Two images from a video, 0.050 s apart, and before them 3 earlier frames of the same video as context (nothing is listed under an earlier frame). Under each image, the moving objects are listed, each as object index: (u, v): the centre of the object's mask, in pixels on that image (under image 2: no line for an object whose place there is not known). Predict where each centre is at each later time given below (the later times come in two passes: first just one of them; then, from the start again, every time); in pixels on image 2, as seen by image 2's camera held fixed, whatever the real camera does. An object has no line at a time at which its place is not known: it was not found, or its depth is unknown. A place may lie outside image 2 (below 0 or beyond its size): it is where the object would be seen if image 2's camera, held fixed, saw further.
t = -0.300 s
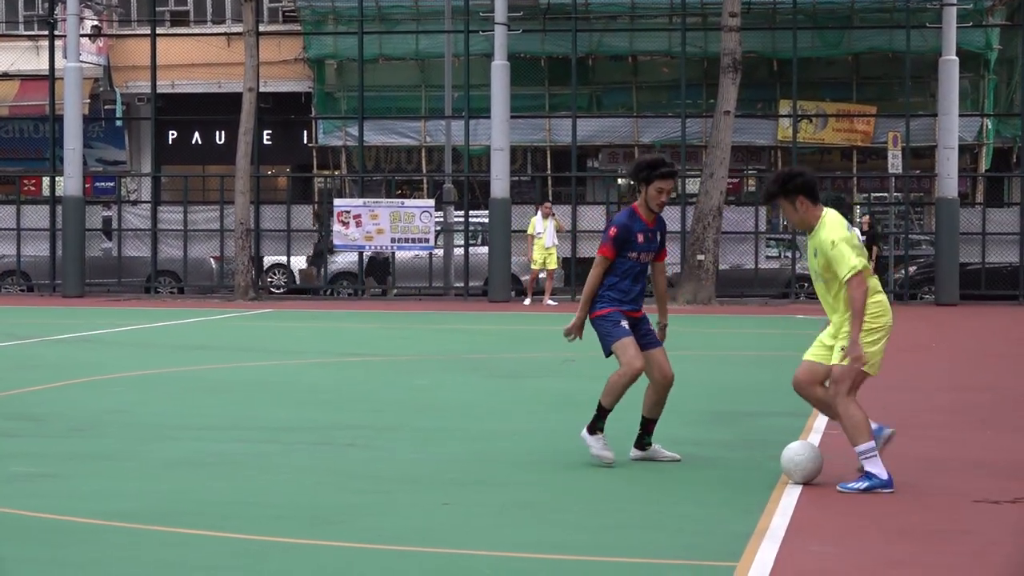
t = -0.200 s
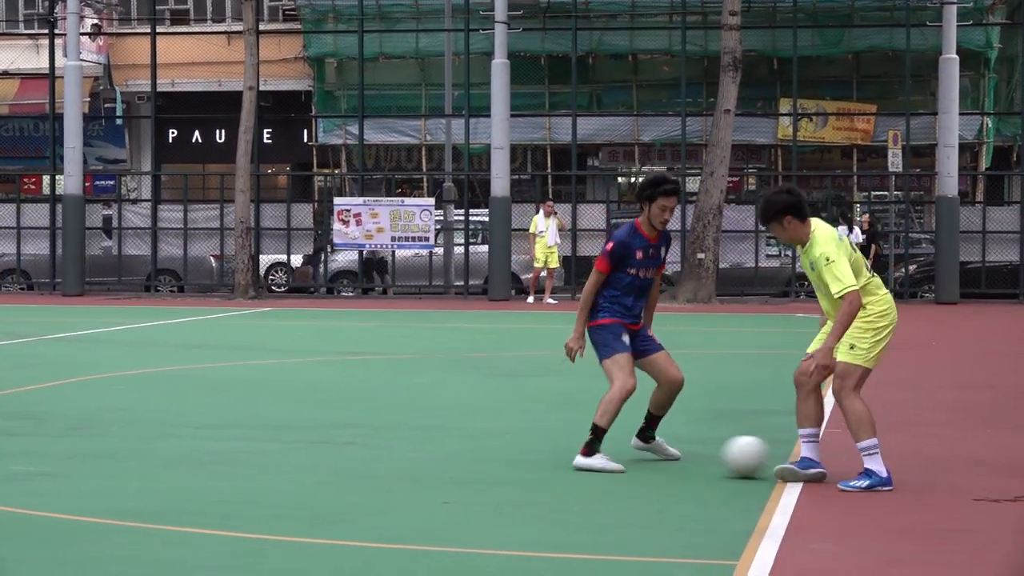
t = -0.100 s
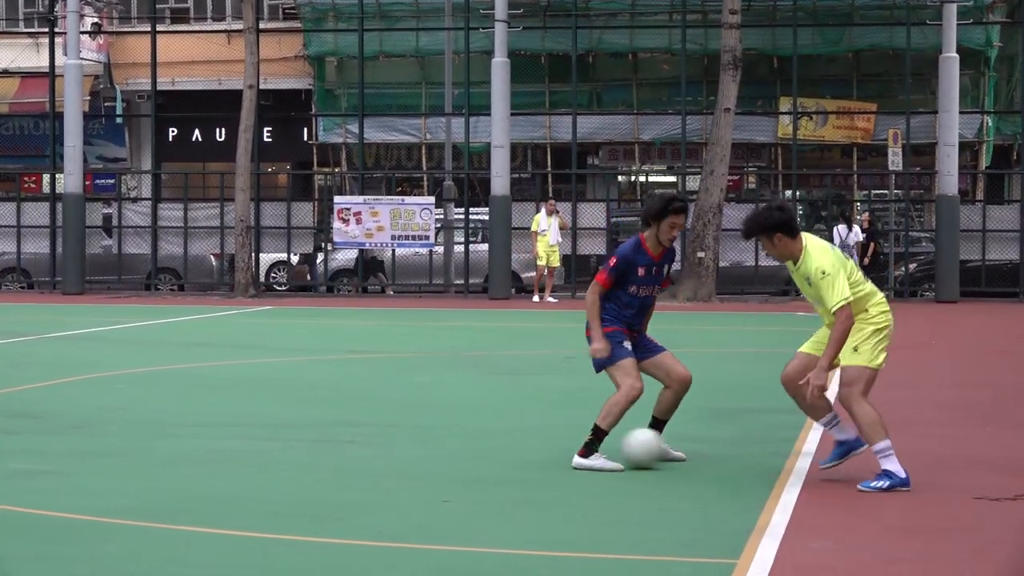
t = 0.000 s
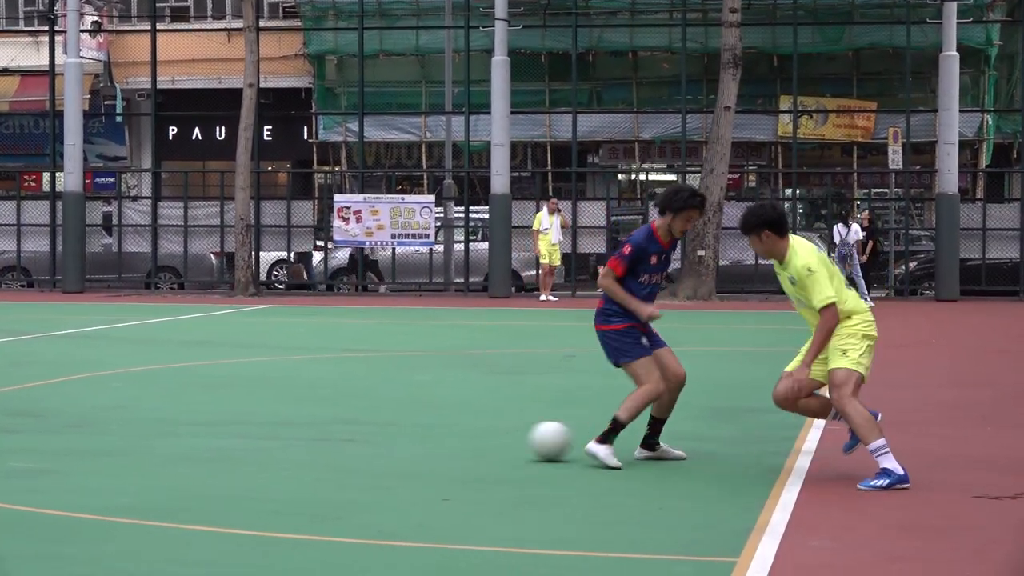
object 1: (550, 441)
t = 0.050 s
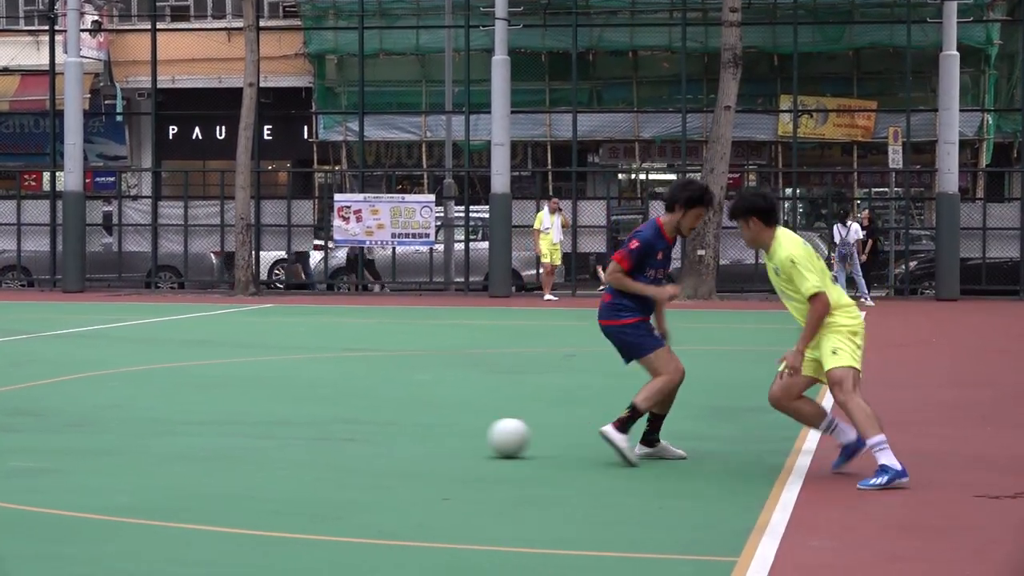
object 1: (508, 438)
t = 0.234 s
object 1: (376, 430)
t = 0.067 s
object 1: (495, 437)
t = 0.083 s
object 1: (482, 436)
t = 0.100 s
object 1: (470, 435)
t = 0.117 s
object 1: (457, 435)
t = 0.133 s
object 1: (445, 434)
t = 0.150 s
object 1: (434, 433)
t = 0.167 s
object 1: (422, 432)
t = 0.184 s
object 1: (411, 431)
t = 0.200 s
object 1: (399, 431)
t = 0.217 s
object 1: (387, 430)
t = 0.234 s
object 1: (376, 430)
